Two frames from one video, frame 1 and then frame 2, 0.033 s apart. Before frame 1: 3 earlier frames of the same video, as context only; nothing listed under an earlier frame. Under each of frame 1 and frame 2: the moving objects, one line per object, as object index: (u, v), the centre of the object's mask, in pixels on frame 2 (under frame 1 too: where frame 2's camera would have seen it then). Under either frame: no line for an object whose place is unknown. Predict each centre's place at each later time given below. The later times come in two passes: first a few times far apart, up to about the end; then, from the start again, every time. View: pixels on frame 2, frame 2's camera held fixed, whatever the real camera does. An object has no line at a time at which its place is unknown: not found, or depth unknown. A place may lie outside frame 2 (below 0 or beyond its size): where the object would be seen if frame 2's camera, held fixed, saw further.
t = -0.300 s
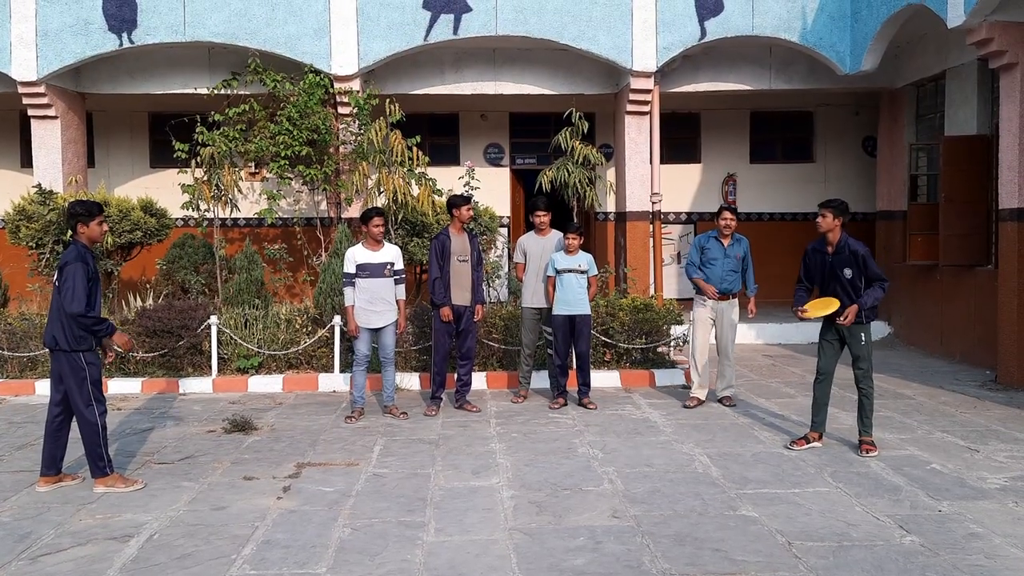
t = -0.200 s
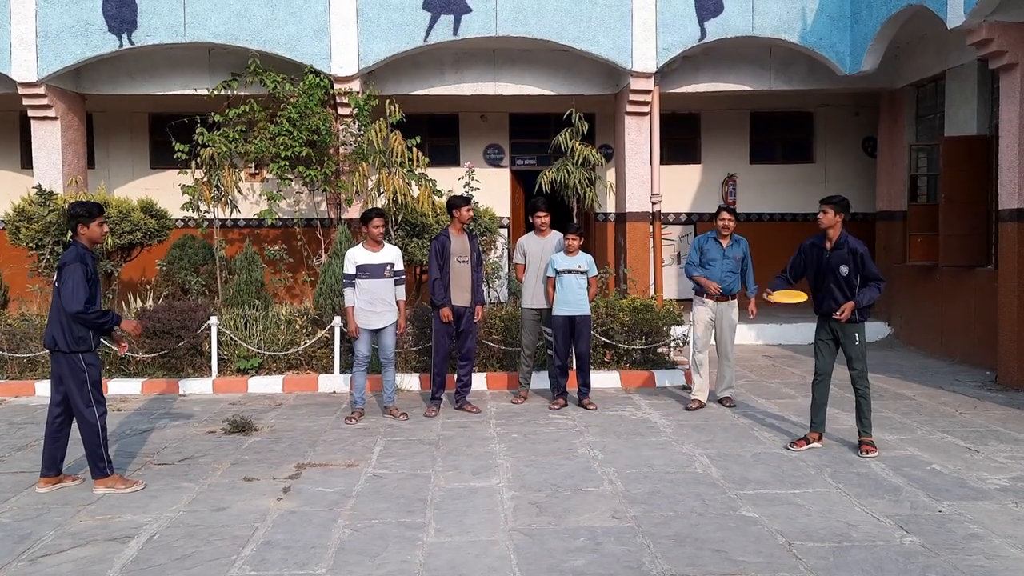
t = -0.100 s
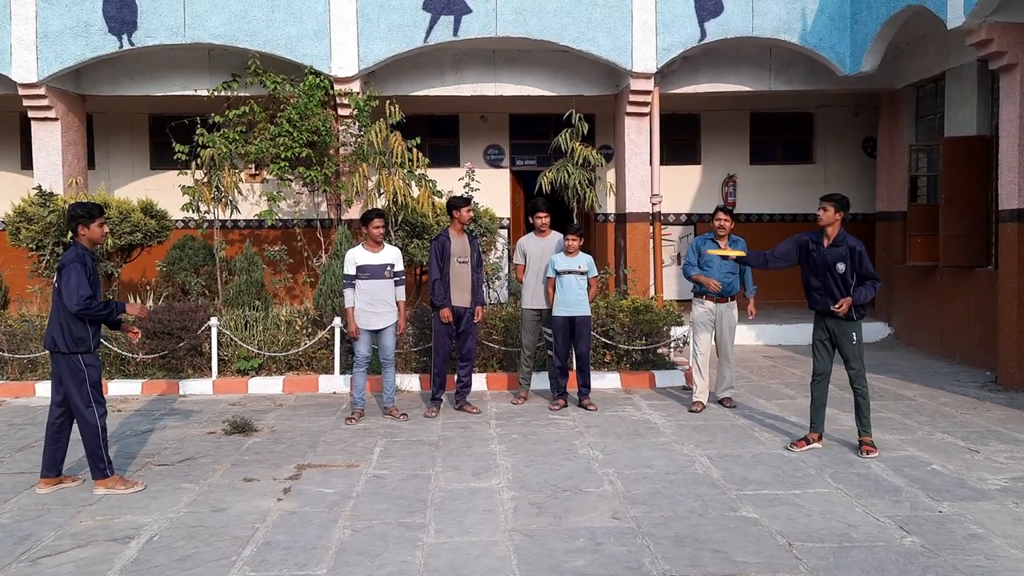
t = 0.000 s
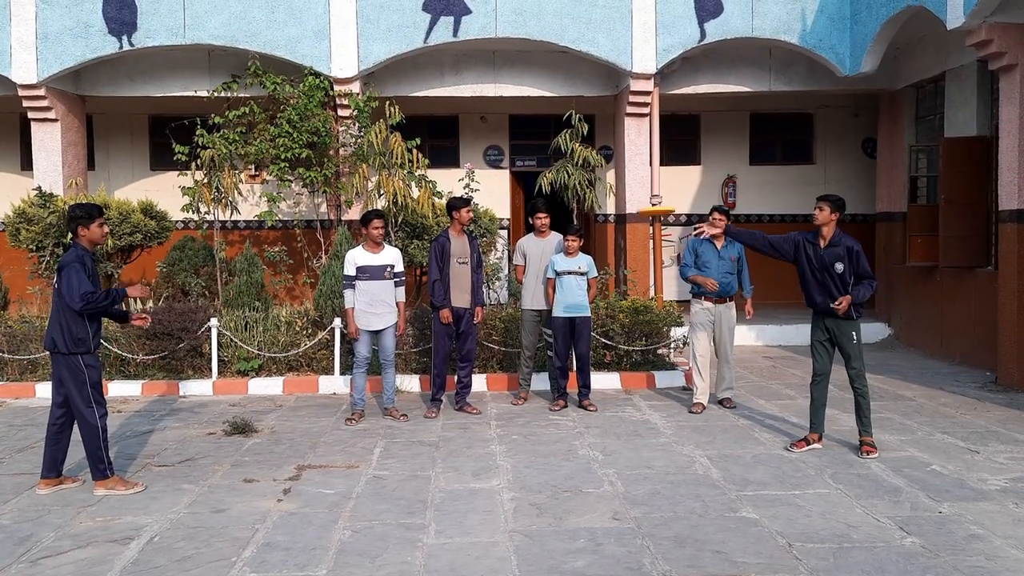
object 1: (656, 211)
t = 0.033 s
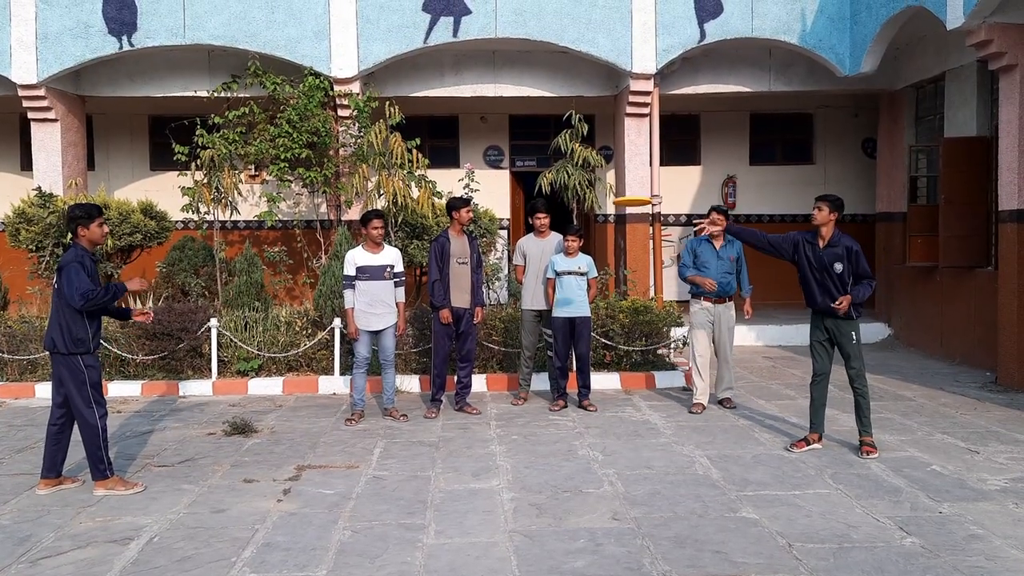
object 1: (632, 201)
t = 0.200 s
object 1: (516, 181)
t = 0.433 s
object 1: (349, 212)
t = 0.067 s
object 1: (608, 193)
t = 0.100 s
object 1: (585, 188)
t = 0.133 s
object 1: (562, 184)
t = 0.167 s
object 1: (538, 182)
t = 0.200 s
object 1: (516, 181)
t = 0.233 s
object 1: (492, 182)
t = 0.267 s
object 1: (467, 184)
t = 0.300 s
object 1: (443, 188)
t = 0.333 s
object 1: (421, 192)
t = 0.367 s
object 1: (396, 198)
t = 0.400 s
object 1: (373, 204)
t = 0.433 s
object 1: (349, 212)
